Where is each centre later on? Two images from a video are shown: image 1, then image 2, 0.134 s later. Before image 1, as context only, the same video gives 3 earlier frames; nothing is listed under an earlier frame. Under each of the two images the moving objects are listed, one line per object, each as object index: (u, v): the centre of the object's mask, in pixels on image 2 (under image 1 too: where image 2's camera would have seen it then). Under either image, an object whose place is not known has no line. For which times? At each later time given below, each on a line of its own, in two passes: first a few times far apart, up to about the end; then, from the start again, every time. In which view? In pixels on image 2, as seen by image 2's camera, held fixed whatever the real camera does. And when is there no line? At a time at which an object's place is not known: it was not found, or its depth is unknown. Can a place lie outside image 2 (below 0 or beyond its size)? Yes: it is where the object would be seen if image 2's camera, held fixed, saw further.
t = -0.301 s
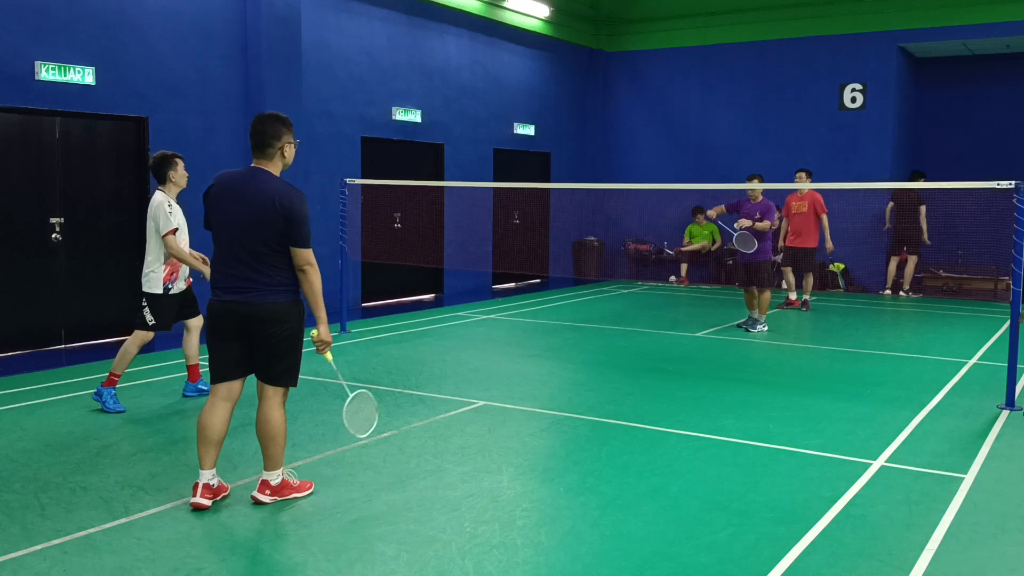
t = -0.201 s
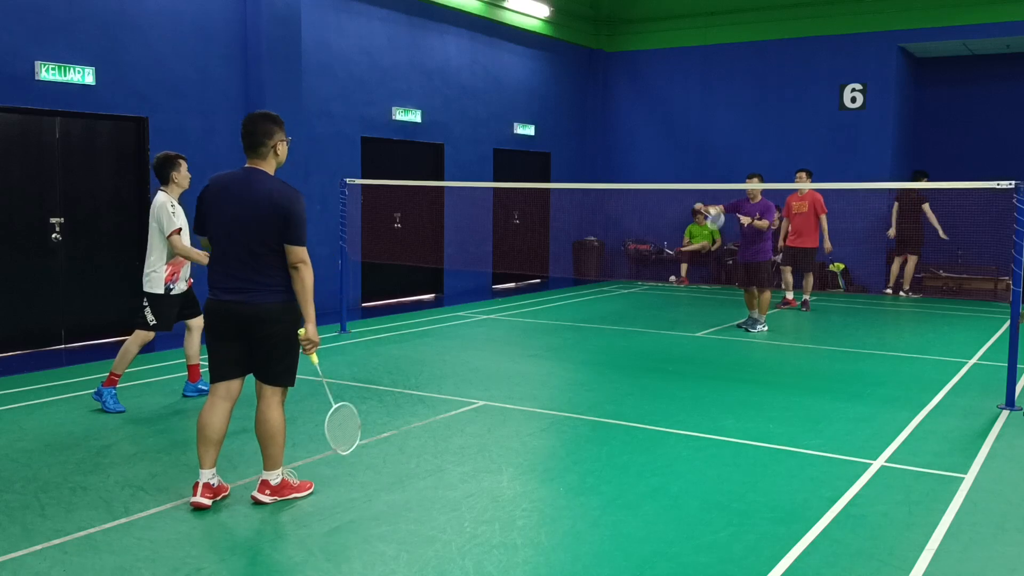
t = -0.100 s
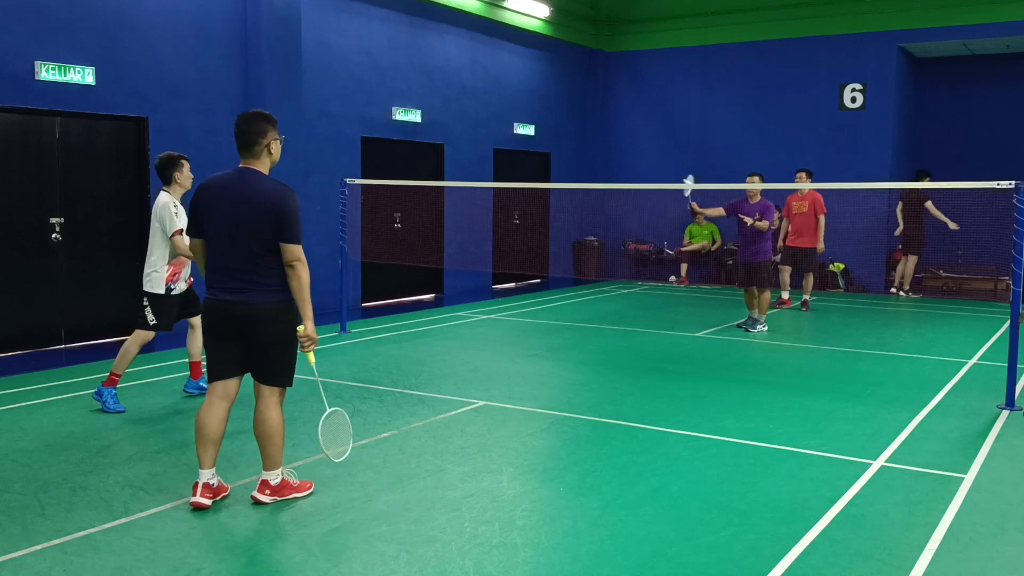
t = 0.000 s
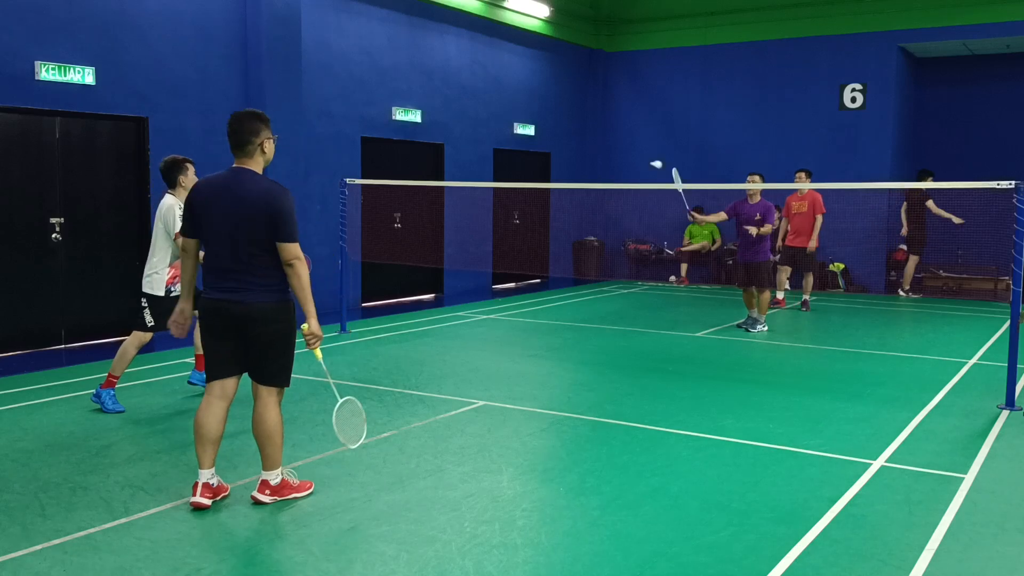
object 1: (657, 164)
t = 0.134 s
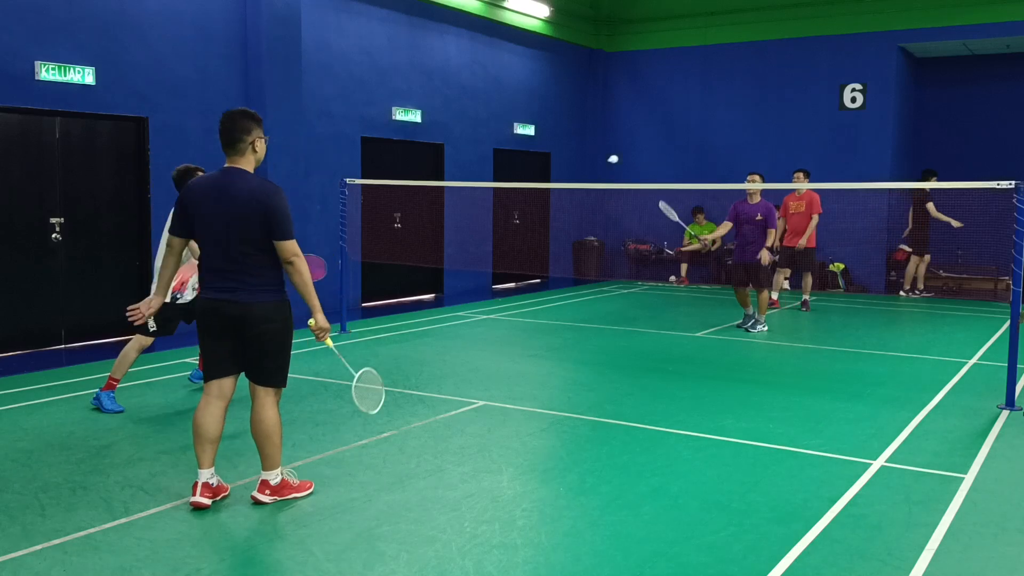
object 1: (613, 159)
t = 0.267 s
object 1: (572, 176)
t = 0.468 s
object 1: (510, 239)
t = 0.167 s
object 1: (603, 162)
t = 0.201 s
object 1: (592, 165)
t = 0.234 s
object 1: (582, 170)
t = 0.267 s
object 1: (572, 176)
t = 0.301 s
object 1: (562, 183)
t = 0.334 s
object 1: (551, 192)
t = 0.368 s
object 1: (541, 201)
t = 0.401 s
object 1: (531, 212)
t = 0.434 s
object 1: (521, 224)
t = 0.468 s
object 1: (510, 239)
